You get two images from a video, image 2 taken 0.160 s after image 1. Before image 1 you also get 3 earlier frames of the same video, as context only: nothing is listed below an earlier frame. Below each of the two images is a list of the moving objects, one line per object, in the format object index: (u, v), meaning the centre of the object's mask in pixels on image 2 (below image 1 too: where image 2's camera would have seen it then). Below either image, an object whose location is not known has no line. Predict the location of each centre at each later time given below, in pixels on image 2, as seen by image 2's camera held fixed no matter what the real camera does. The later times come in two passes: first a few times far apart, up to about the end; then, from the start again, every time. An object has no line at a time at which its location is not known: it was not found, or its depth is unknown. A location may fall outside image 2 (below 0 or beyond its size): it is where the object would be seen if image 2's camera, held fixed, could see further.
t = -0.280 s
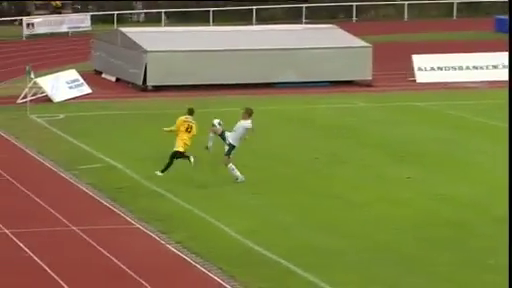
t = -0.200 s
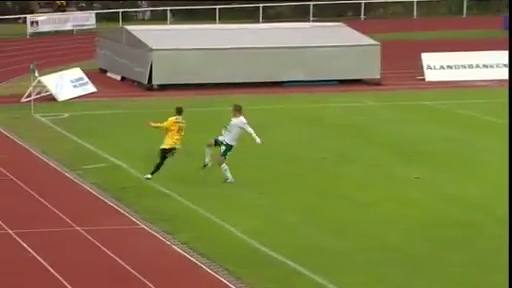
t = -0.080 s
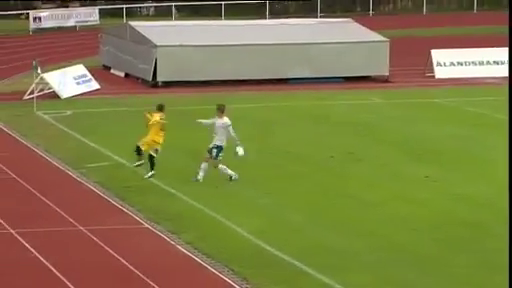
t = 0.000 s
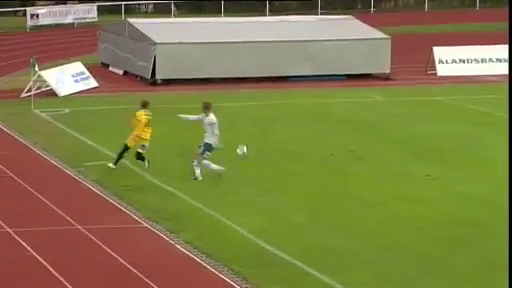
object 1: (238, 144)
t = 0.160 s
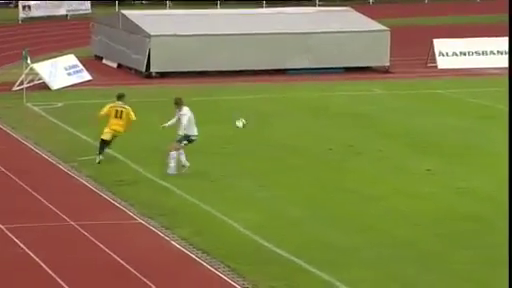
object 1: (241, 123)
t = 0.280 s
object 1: (241, 115)
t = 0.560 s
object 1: (245, 121)
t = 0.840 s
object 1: (247, 120)
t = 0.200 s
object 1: (241, 119)
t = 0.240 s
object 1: (241, 117)
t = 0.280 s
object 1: (241, 115)
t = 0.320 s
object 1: (242, 114)
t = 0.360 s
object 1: (242, 113)
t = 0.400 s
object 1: (243, 114)
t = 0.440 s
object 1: (244, 115)
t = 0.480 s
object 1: (244, 116)
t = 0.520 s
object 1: (245, 118)
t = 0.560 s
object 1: (245, 121)
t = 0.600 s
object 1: (246, 125)
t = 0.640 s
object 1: (247, 130)
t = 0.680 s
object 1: (246, 129)
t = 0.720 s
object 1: (246, 126)
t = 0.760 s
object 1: (246, 123)
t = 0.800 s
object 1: (246, 121)
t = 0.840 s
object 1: (247, 120)
